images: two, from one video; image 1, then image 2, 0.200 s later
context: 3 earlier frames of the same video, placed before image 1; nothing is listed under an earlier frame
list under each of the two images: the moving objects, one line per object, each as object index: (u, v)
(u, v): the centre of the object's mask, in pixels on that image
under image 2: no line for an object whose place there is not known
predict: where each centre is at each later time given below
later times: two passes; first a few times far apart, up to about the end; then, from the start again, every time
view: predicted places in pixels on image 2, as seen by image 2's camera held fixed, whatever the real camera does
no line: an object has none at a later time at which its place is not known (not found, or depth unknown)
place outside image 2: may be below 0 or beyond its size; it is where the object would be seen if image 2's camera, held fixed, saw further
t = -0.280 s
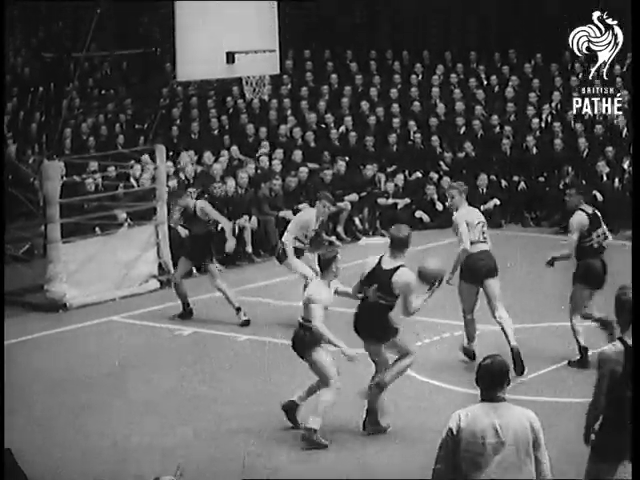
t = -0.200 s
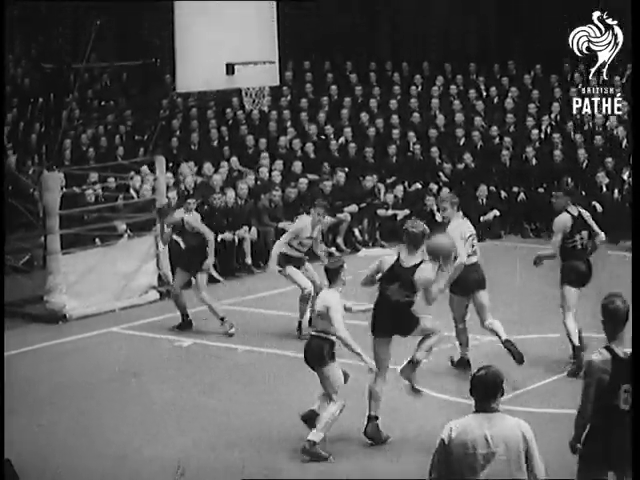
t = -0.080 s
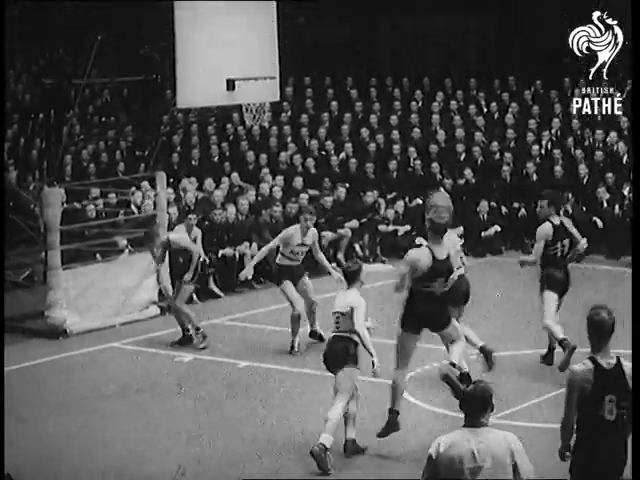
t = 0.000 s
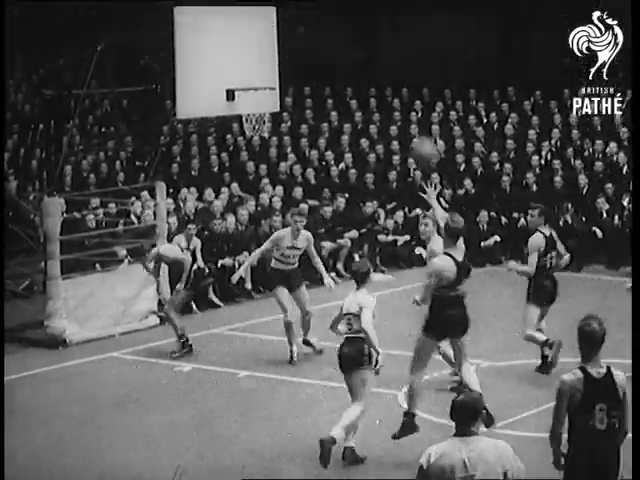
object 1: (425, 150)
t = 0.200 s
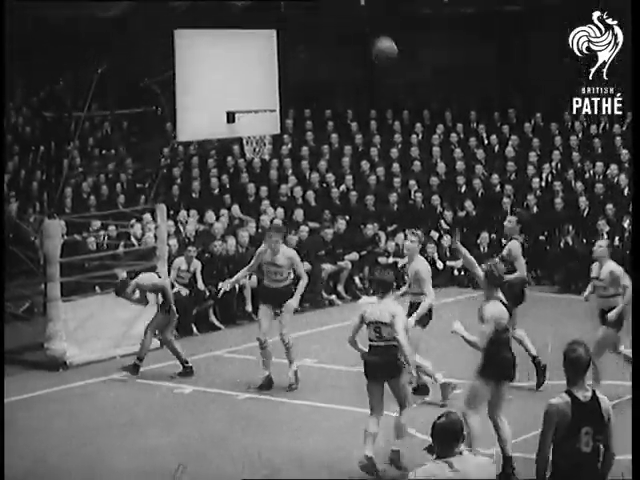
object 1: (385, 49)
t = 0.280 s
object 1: (371, 17)
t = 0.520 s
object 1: (331, -31)
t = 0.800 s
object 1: (292, -8)
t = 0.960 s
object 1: (273, 35)
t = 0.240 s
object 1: (378, 30)
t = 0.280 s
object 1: (371, 17)
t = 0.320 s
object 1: (363, 5)
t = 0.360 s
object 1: (357, -8)
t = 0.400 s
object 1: (350, -13)
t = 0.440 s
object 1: (343, -22)
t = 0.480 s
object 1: (337, -28)
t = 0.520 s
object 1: (331, -31)
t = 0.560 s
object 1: (324, -32)
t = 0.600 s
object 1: (318, -33)
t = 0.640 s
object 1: (313, -33)
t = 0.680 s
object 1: (307, -28)
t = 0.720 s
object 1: (301, -22)
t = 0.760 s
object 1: (296, -17)
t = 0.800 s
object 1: (292, -8)
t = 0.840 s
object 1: (286, 1)
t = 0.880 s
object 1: (282, 12)
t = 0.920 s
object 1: (278, 22)
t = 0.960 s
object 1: (273, 35)
